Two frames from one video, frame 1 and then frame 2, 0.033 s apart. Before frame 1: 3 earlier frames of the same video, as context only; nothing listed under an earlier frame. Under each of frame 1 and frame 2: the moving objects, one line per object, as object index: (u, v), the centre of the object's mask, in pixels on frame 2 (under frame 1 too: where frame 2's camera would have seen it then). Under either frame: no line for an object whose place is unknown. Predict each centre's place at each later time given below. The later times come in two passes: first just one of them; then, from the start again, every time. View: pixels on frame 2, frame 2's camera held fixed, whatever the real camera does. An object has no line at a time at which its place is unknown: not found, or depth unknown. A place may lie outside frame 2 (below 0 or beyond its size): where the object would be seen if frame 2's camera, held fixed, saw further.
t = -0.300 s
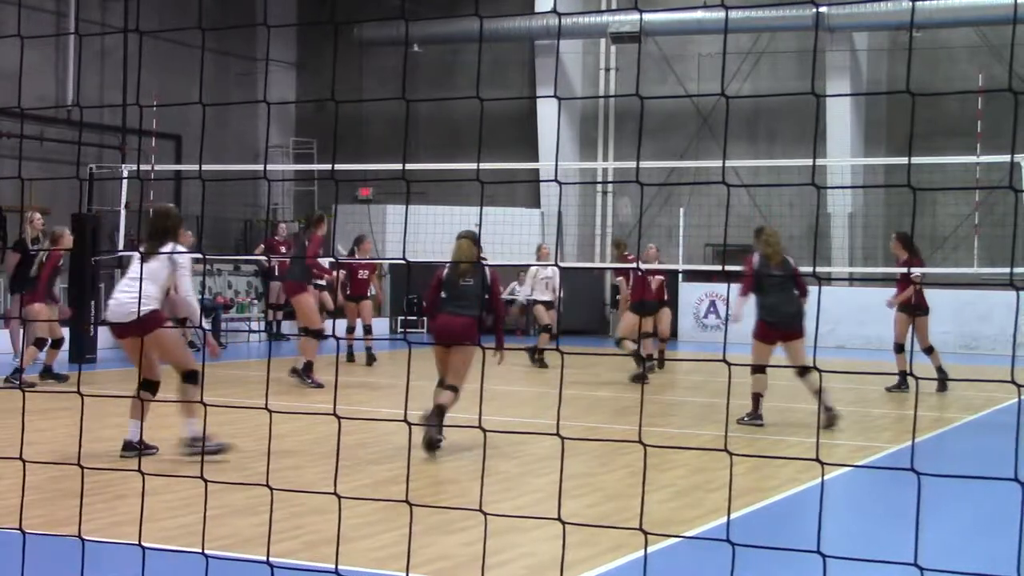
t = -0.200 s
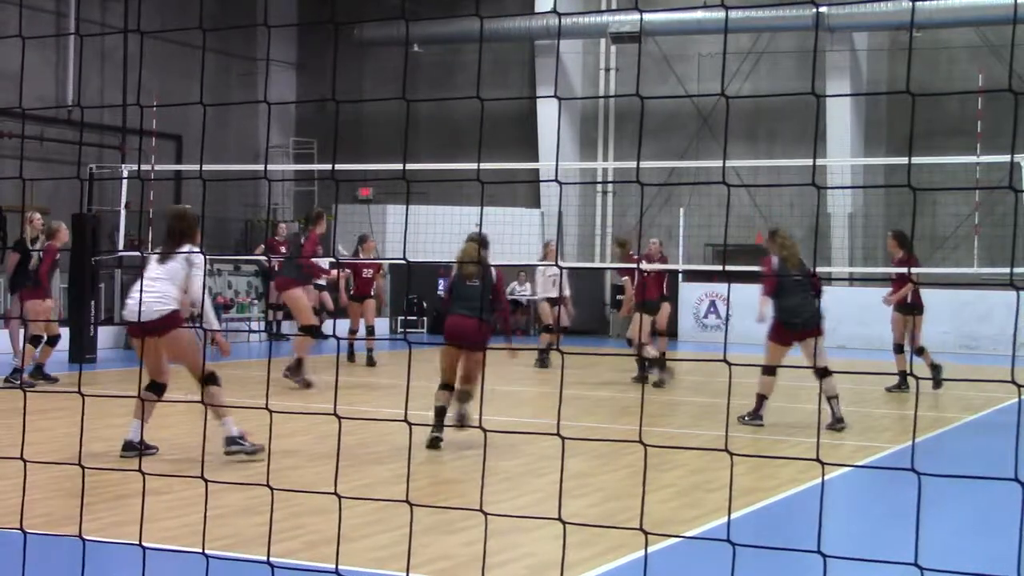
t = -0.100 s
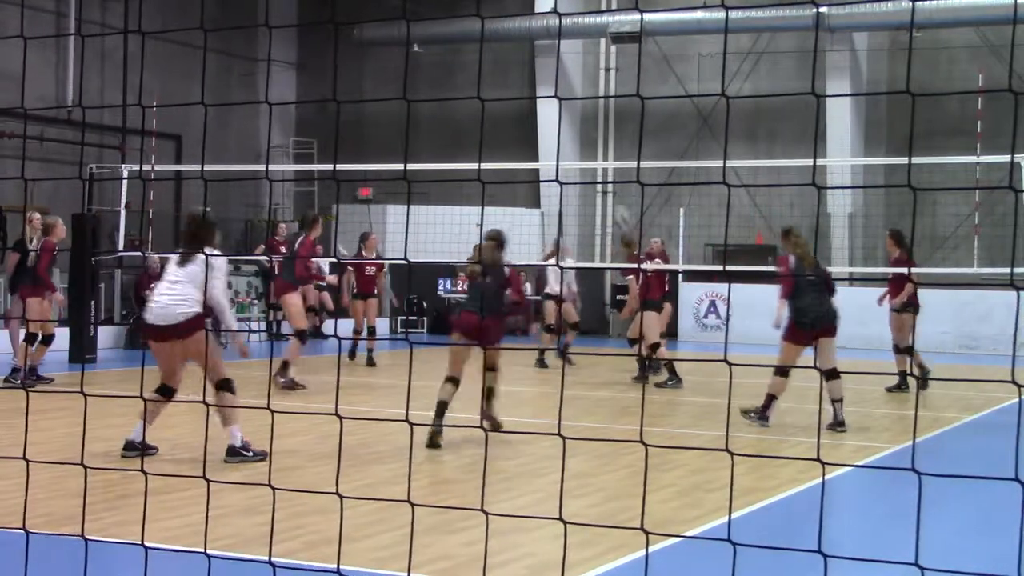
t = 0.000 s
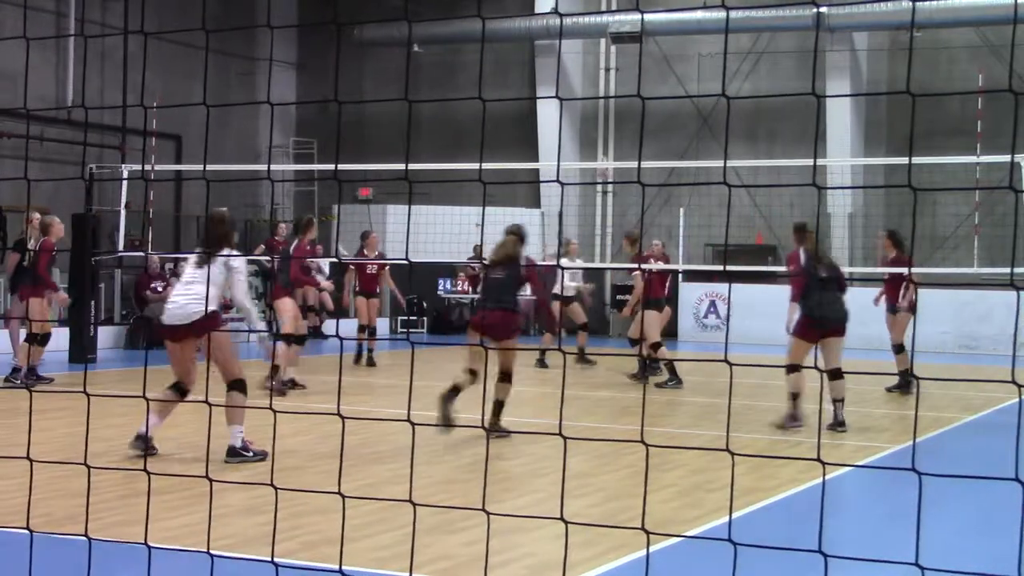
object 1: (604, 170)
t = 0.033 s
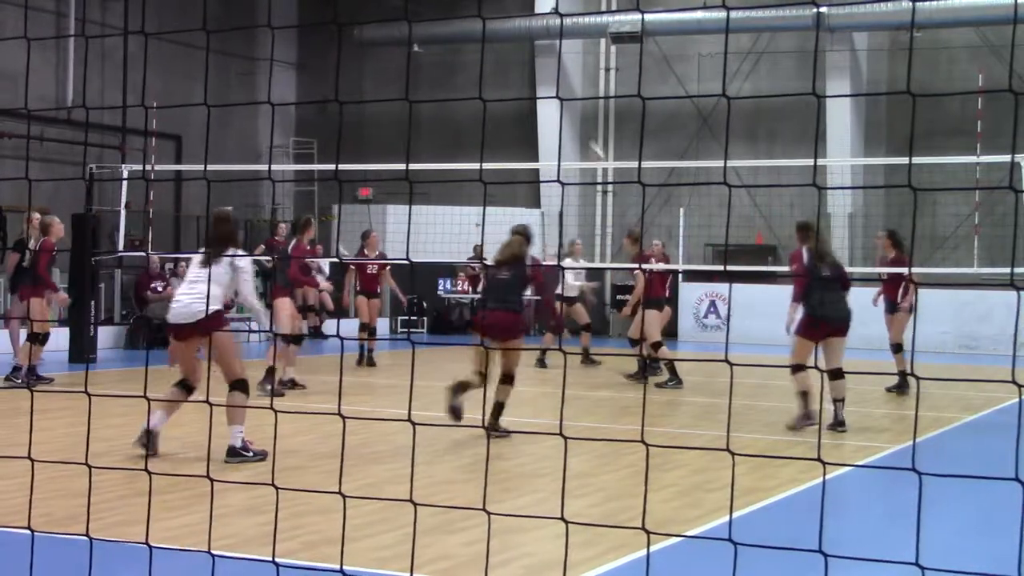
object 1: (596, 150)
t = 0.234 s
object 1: (560, 83)
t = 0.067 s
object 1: (590, 138)
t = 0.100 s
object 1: (585, 128)
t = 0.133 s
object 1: (577, 114)
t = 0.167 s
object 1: (573, 105)
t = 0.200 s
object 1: (568, 92)
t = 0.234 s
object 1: (560, 83)
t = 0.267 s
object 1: (552, 76)
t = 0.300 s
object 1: (545, 67)
